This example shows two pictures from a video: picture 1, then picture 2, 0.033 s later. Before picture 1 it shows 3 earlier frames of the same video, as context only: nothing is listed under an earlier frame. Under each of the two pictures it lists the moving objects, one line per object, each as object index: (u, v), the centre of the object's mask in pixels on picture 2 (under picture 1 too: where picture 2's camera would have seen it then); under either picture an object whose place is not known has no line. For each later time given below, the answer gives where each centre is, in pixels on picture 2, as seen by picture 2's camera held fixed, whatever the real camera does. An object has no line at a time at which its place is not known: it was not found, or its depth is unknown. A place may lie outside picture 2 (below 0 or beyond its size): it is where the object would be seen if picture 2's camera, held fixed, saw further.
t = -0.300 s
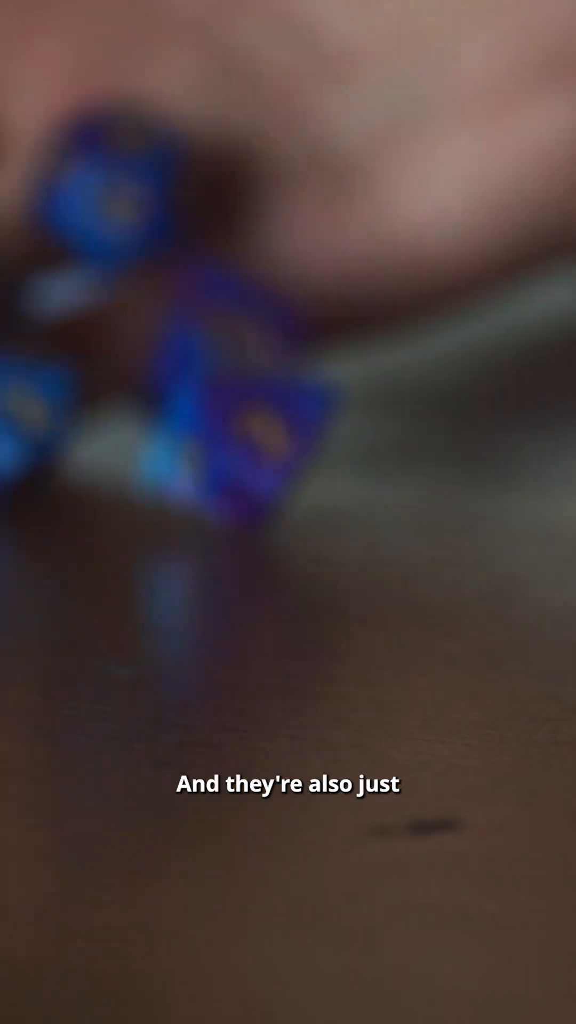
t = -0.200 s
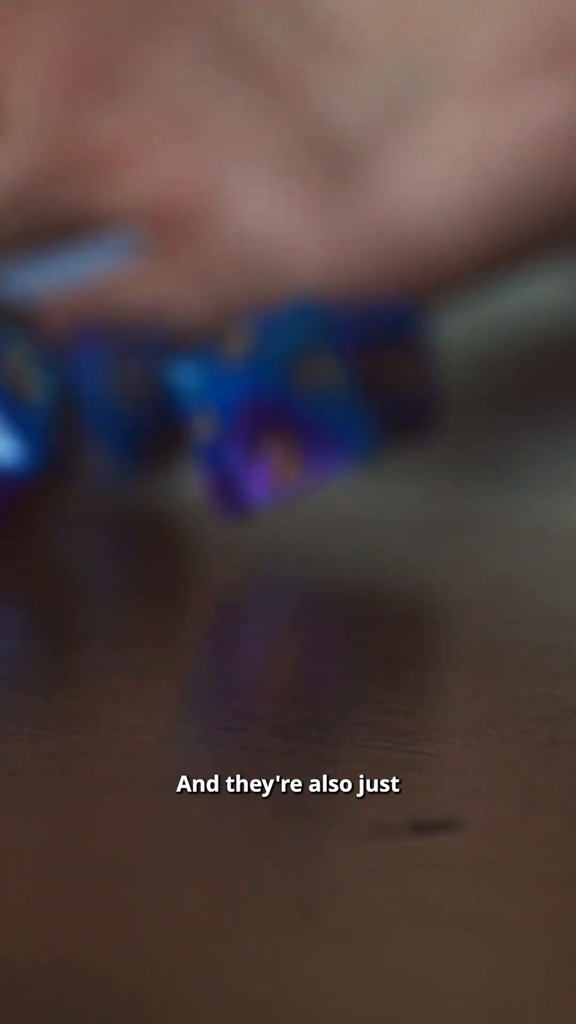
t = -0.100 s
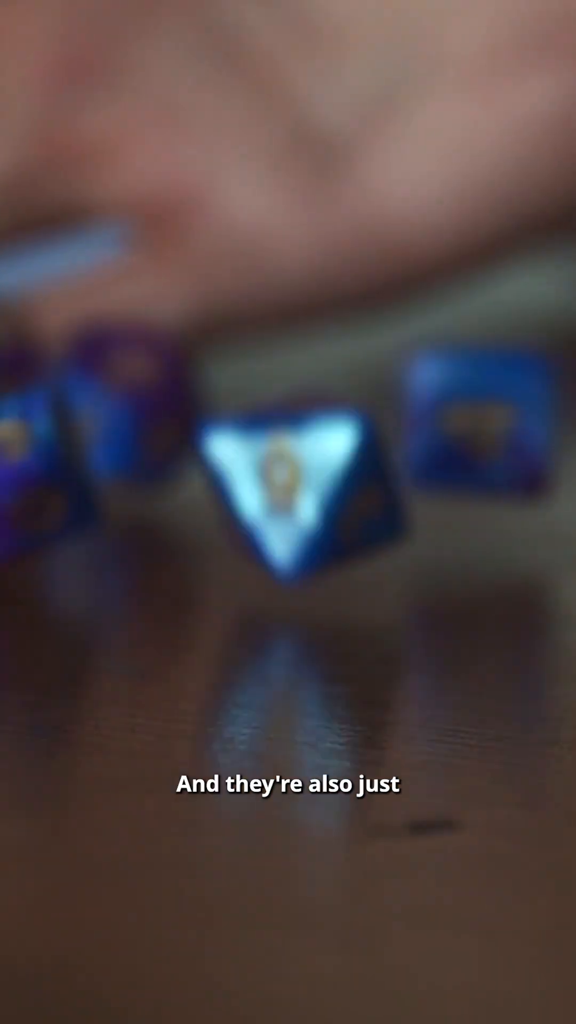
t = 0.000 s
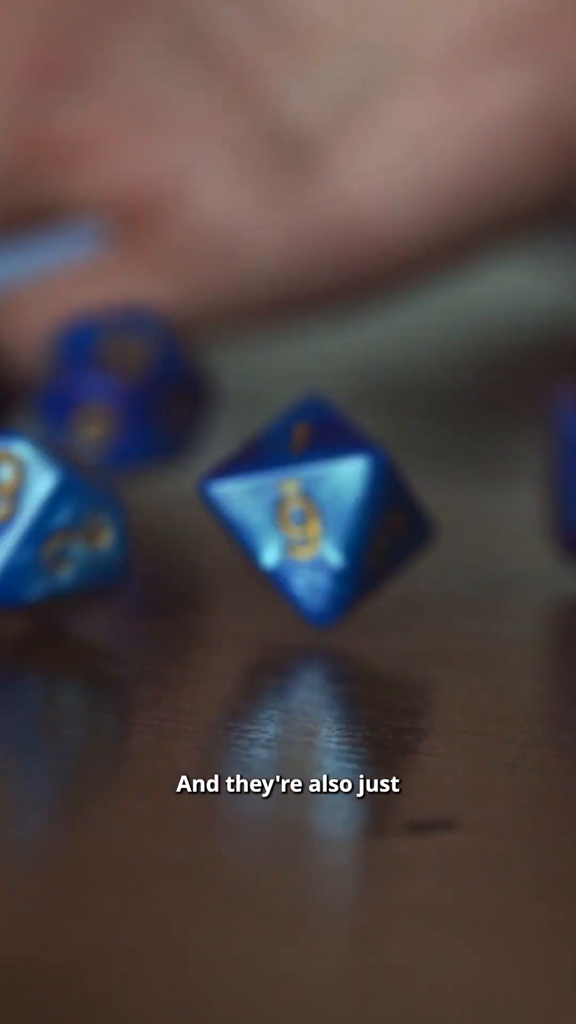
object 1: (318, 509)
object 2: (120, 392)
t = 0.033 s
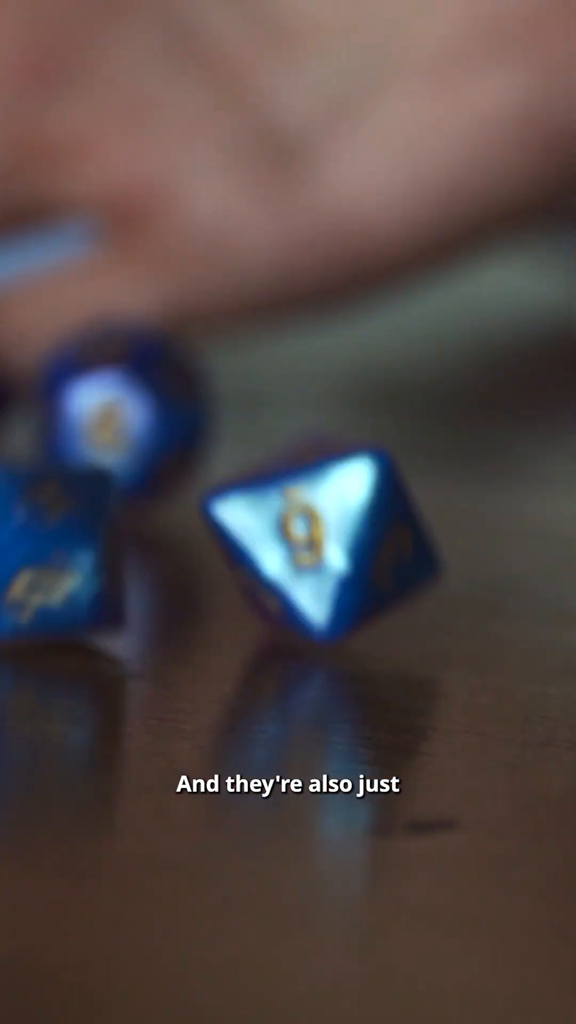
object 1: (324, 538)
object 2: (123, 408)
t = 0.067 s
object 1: (330, 547)
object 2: (117, 404)
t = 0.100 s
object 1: (340, 556)
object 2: (113, 409)
